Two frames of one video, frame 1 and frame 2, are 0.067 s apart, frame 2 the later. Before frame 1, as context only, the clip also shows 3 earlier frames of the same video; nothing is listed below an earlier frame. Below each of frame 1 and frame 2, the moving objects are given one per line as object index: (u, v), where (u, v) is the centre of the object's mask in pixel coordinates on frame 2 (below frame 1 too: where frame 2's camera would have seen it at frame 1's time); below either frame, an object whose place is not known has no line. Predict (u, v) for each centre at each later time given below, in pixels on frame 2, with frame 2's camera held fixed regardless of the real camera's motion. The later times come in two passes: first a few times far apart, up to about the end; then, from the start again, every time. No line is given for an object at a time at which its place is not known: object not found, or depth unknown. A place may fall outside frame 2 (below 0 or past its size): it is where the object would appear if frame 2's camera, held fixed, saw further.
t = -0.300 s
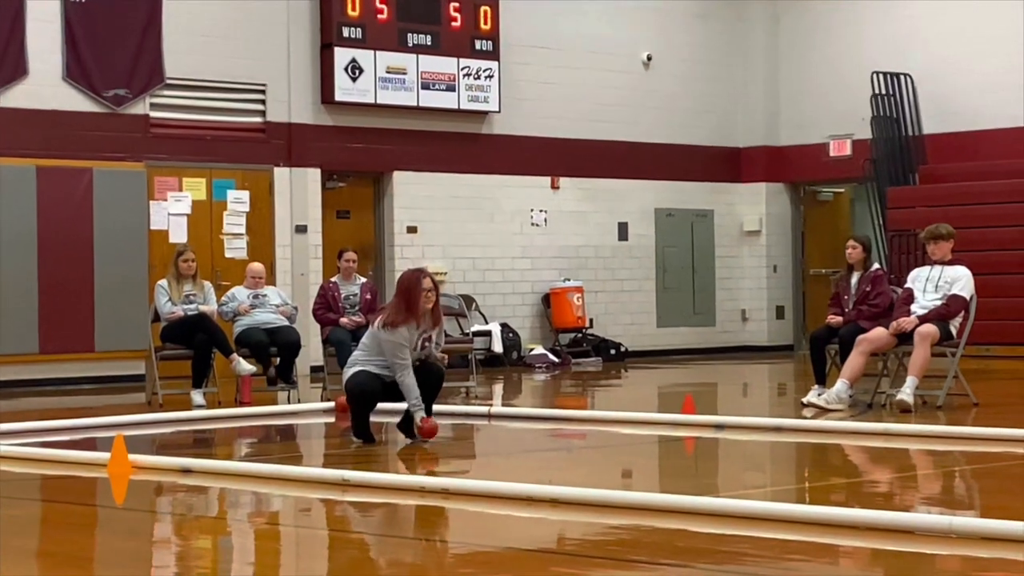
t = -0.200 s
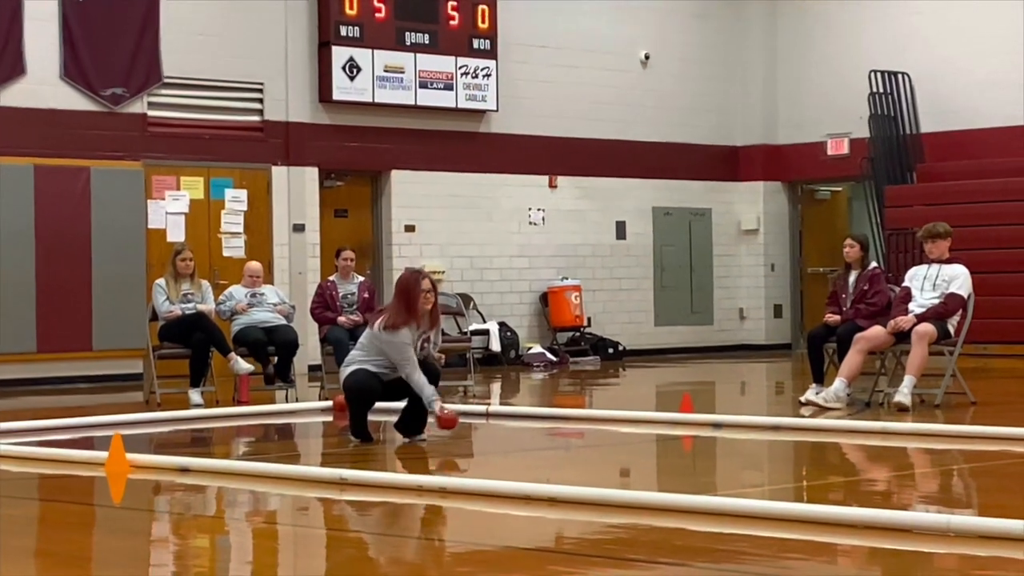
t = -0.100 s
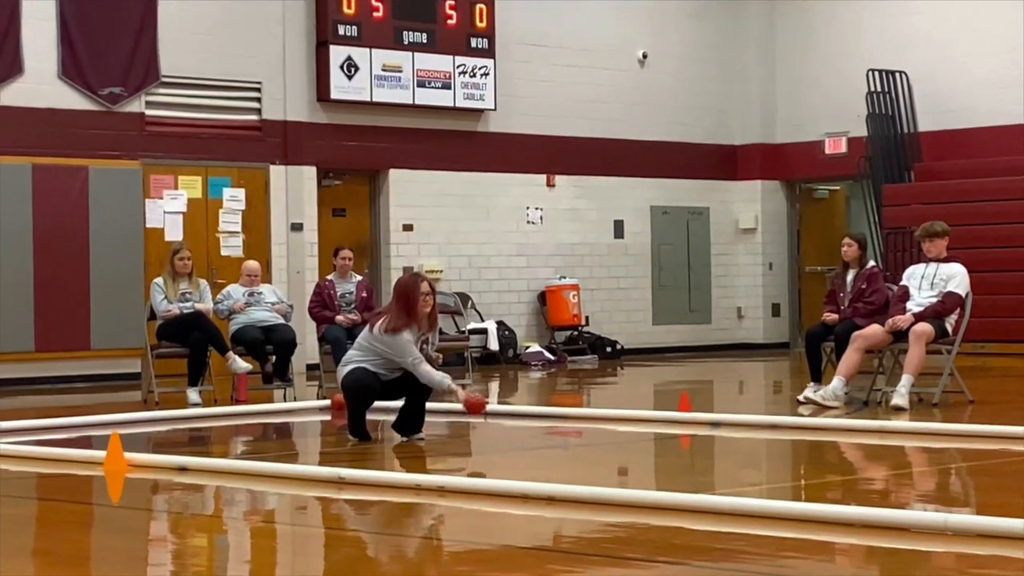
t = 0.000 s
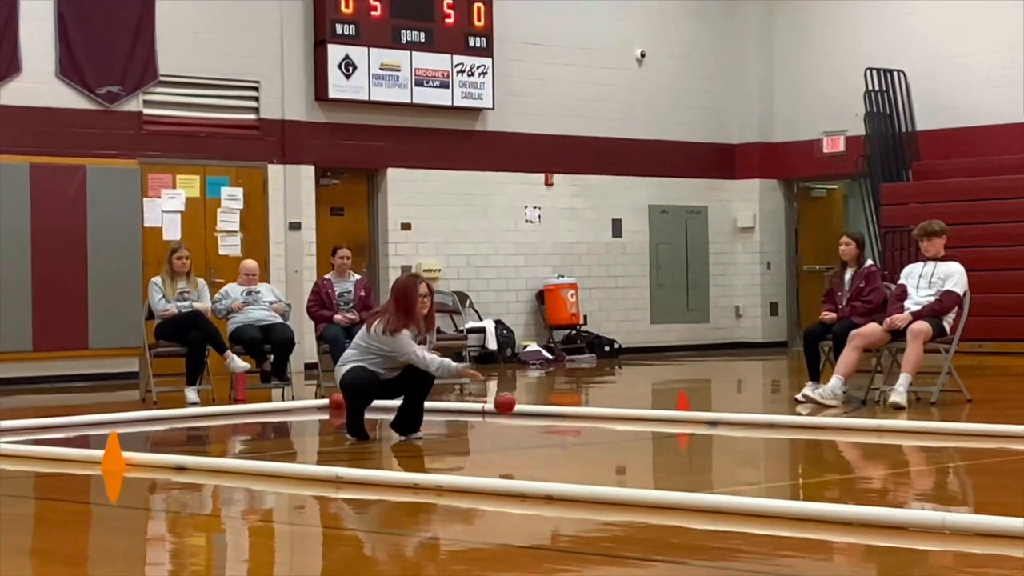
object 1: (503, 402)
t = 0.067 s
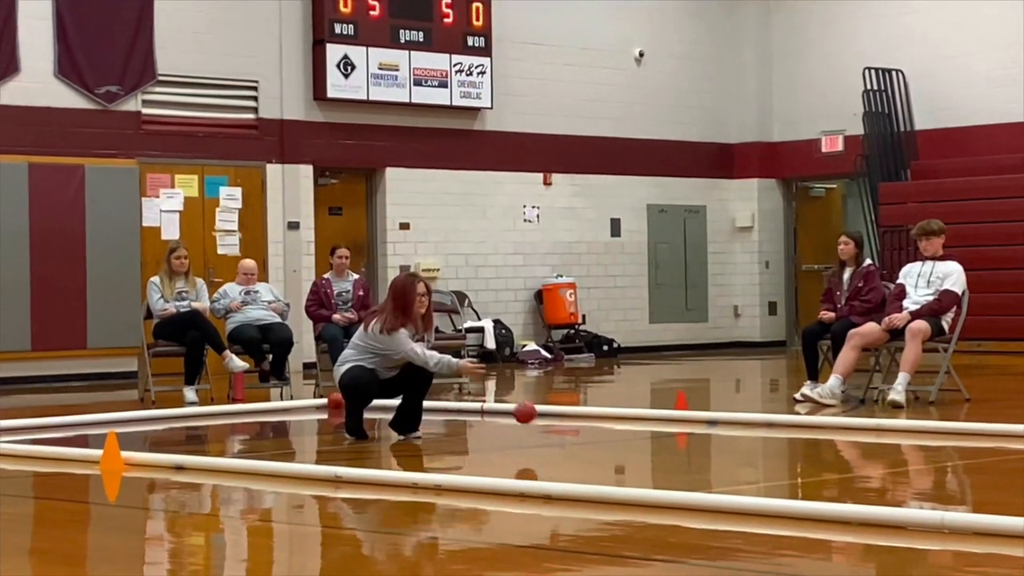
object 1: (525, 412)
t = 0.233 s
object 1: (575, 425)
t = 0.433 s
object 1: (632, 430)
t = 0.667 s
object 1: (695, 434)
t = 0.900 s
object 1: (757, 441)
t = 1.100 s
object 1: (809, 447)
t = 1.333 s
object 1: (871, 455)
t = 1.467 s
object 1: (907, 457)
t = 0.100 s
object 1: (536, 421)
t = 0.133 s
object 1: (547, 432)
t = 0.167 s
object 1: (558, 442)
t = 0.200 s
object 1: (567, 433)
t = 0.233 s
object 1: (575, 425)
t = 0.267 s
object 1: (585, 421)
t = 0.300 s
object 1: (594, 418)
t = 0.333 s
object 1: (603, 417)
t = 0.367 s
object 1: (612, 419)
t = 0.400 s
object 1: (622, 424)
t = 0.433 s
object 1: (632, 430)
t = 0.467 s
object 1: (641, 439)
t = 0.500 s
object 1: (651, 448)
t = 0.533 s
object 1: (660, 441)
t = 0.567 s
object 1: (668, 435)
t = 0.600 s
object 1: (677, 432)
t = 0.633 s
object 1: (686, 432)
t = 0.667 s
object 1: (695, 434)
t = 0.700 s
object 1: (704, 438)
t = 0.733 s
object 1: (713, 445)
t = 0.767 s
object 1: (723, 452)
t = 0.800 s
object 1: (732, 447)
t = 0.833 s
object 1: (740, 442)
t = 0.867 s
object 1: (748, 440)
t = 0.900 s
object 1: (757, 441)
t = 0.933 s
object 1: (766, 444)
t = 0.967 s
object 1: (775, 450)
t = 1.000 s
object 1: (784, 456)
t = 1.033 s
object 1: (792, 451)
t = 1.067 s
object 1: (800, 448)
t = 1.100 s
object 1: (809, 447)
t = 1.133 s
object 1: (818, 448)
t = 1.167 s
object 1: (828, 452)
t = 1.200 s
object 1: (836, 459)
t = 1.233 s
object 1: (845, 457)
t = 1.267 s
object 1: (853, 453)
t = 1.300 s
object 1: (862, 453)
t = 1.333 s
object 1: (871, 455)
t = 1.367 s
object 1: (880, 459)
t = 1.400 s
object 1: (889, 462)
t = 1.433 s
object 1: (898, 458)
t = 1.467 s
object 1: (907, 457)
